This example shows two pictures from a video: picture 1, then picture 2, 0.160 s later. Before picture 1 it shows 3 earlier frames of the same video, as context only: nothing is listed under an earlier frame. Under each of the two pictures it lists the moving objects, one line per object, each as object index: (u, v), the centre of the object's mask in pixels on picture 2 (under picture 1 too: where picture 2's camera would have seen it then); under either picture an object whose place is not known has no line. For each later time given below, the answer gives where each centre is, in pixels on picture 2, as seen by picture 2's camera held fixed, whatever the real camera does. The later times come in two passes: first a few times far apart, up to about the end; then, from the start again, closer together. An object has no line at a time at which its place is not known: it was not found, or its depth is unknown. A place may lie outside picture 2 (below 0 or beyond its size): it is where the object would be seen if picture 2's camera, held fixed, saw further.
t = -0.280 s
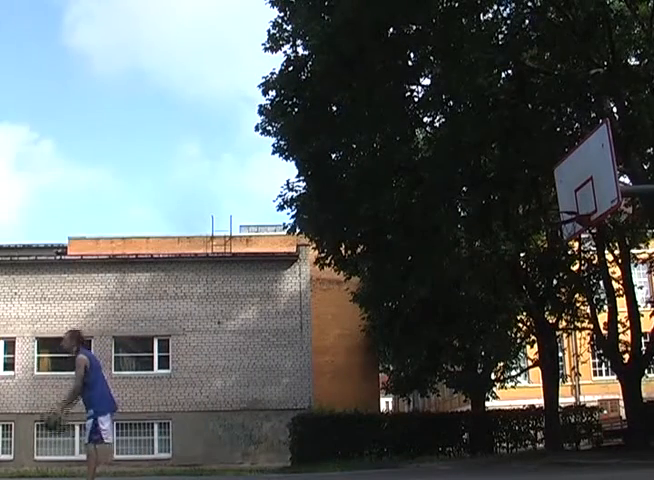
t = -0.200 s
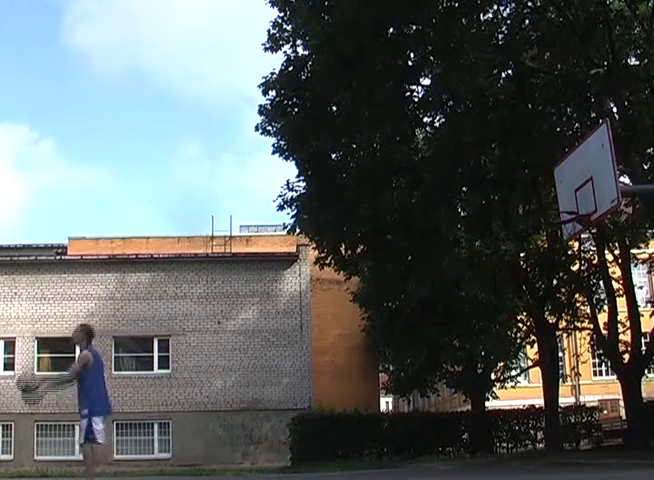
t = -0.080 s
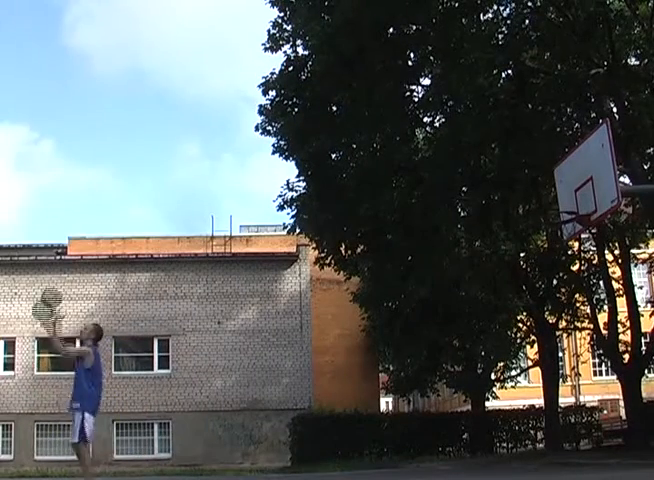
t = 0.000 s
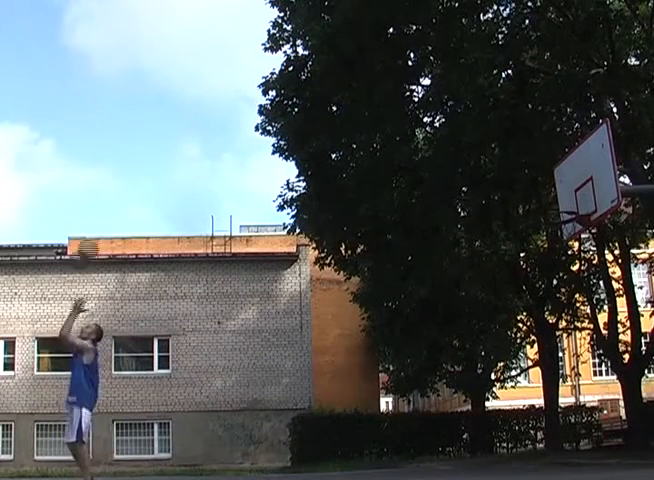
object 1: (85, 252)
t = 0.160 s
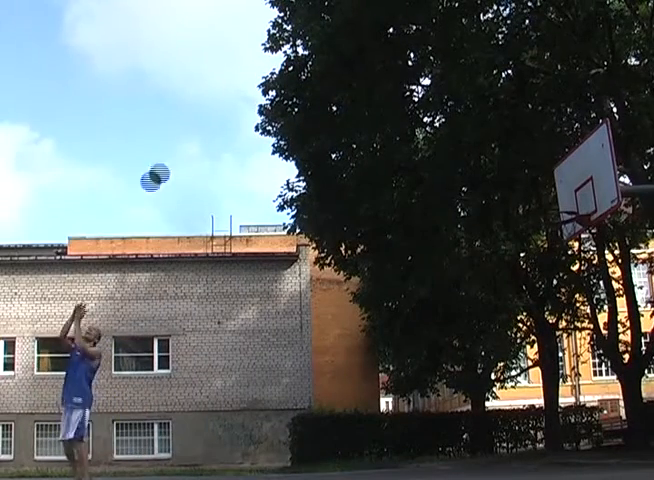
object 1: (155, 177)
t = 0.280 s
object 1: (206, 136)
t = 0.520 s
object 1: (303, 89)
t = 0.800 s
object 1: (411, 96)
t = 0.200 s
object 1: (172, 162)
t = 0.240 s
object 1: (189, 148)
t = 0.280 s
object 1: (206, 136)
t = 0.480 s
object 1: (289, 92)
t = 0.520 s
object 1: (303, 89)
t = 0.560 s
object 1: (318, 87)
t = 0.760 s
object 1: (397, 91)
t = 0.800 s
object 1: (411, 96)
